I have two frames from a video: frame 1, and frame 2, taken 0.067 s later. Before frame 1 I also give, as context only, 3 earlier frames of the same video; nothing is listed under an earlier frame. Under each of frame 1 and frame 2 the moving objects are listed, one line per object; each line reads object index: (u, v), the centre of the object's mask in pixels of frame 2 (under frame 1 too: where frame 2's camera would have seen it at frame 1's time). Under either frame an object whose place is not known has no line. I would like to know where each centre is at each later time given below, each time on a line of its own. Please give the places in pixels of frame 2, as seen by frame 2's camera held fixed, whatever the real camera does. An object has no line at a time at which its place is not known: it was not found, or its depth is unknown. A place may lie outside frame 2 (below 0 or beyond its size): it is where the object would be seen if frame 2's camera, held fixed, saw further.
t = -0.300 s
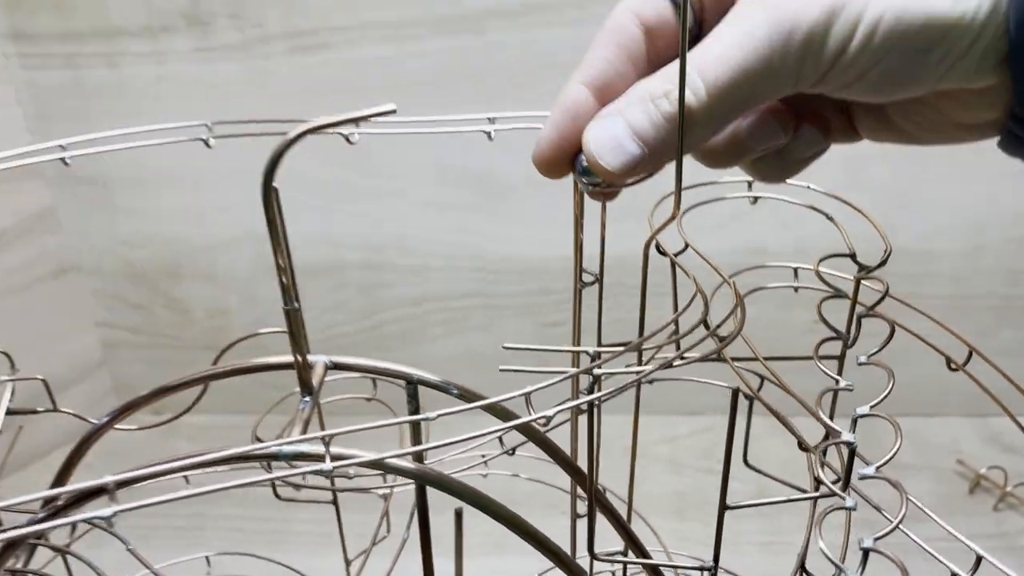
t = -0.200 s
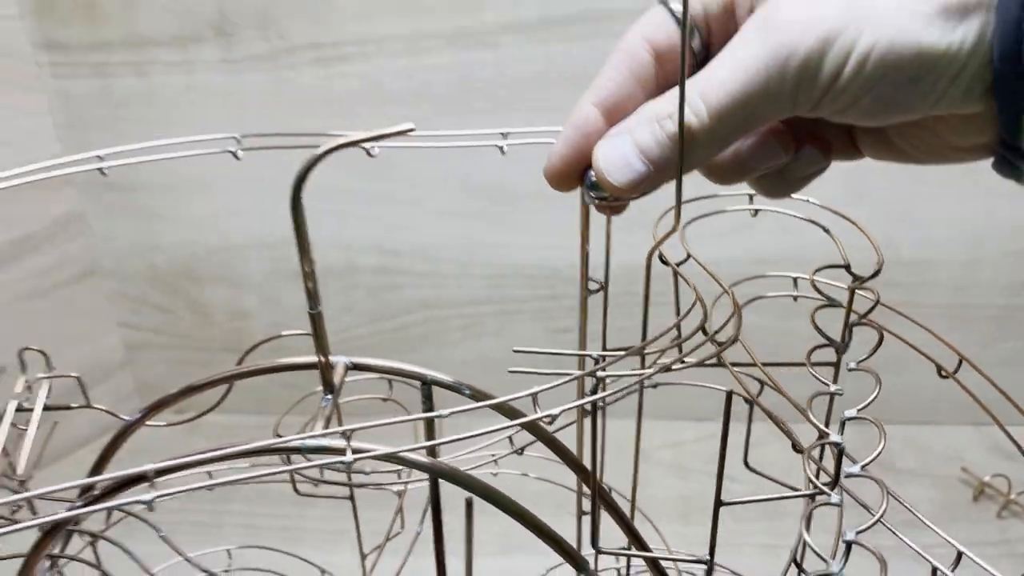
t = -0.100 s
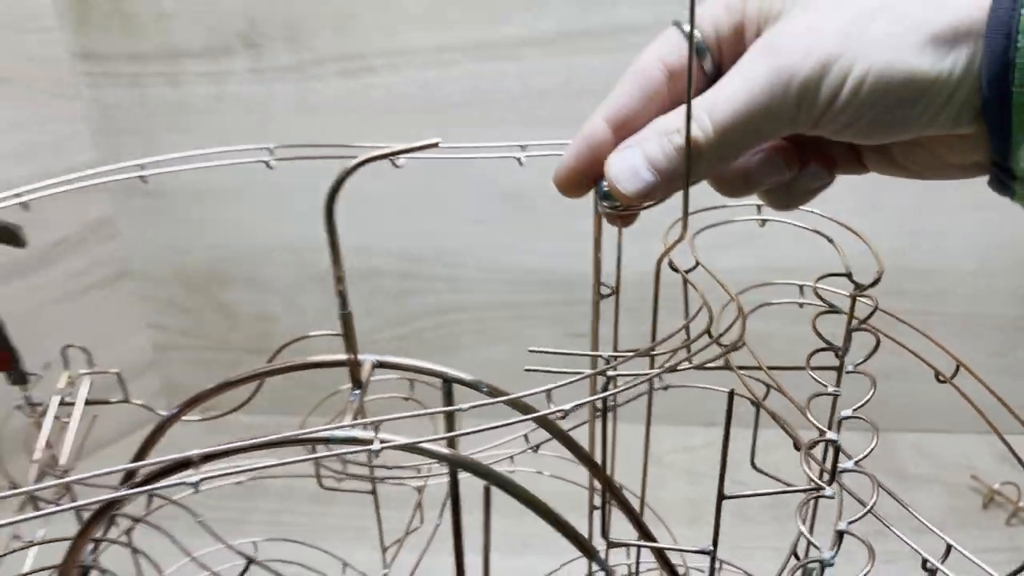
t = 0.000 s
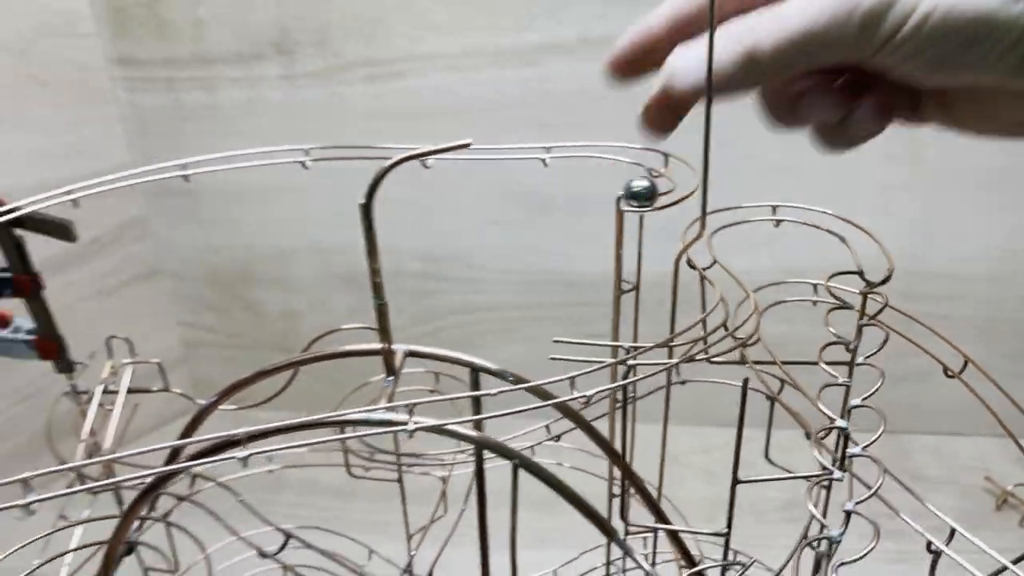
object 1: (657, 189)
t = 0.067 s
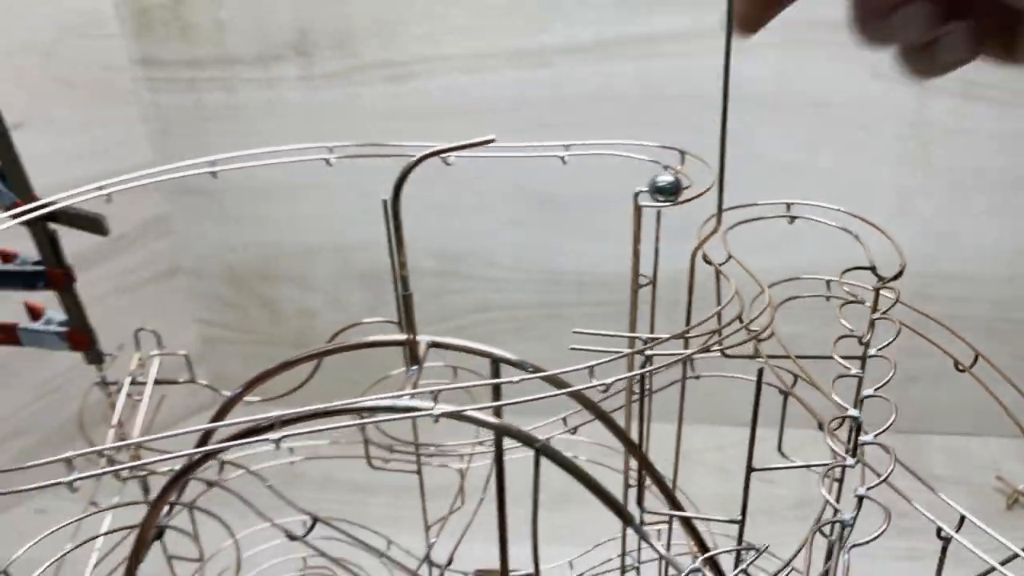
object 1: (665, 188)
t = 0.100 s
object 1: (669, 187)
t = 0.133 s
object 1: (674, 185)
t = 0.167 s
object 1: (677, 184)
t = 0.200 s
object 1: (682, 182)
